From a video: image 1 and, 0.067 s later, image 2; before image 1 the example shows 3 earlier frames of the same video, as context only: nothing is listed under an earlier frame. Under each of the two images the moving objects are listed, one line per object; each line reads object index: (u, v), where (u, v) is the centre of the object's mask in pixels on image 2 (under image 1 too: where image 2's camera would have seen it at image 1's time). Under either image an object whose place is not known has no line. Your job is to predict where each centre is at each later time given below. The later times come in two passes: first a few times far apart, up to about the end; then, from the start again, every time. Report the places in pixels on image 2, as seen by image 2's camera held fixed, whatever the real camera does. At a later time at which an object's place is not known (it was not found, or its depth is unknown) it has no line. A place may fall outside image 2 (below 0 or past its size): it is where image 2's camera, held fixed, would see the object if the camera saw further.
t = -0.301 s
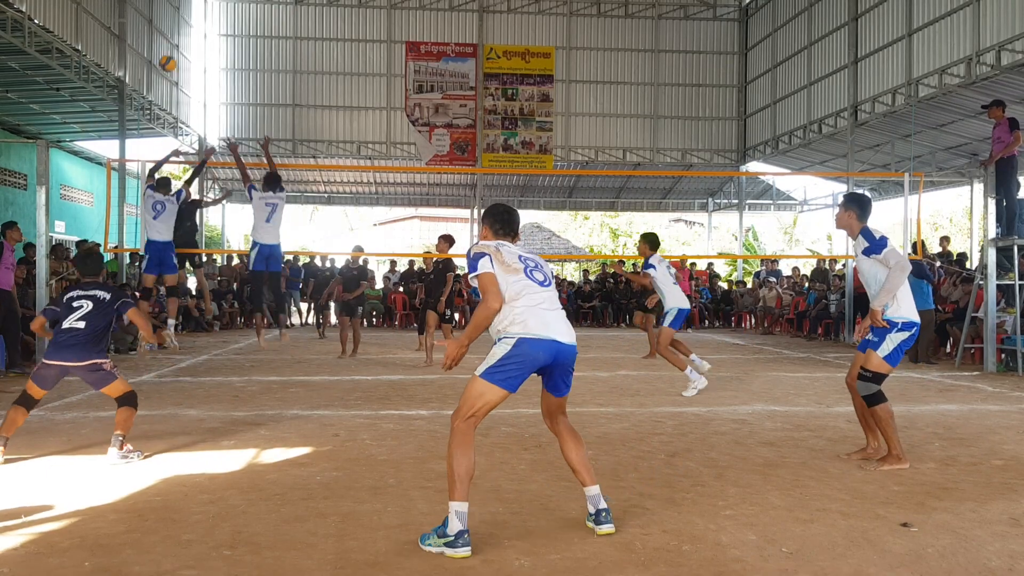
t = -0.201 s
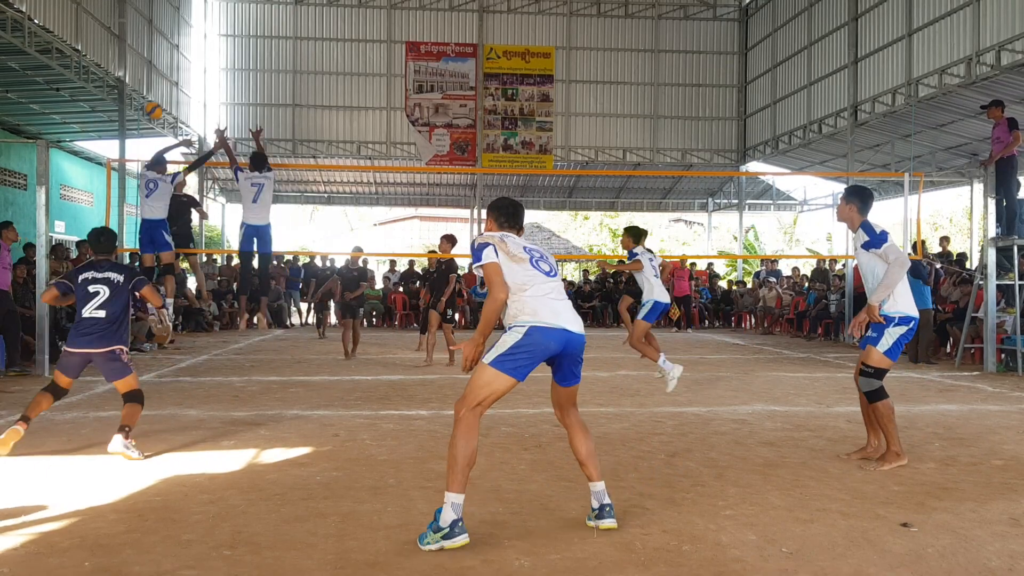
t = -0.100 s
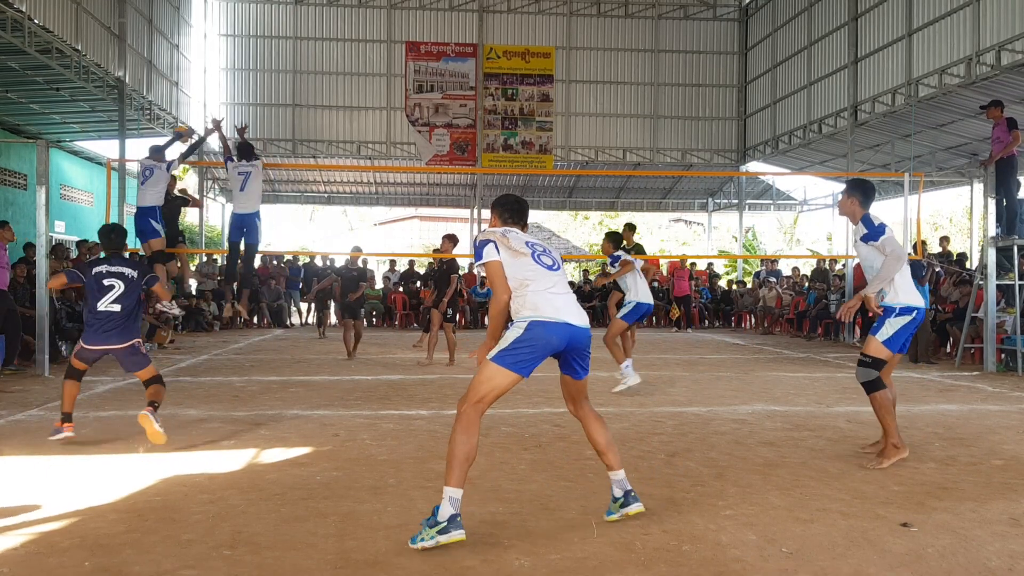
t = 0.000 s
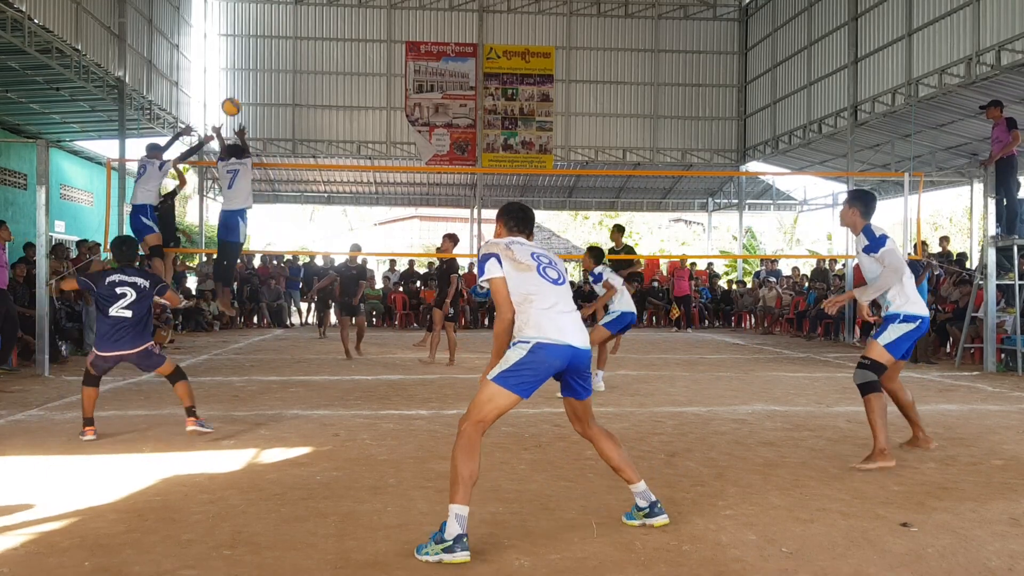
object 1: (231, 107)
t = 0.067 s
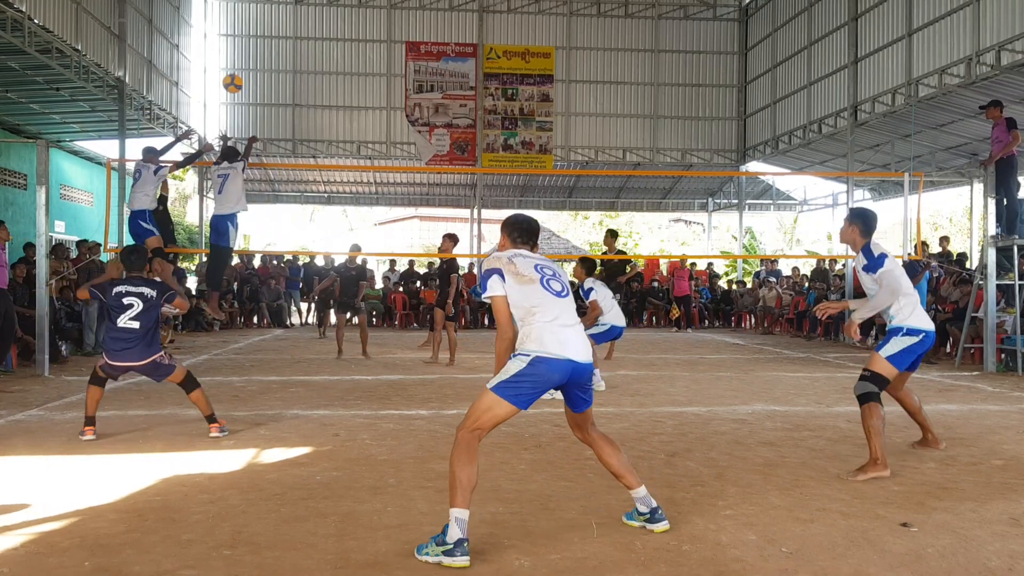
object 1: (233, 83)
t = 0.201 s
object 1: (236, 45)
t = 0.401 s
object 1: (244, 18)
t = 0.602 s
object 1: (255, 35)
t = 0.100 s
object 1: (233, 72)
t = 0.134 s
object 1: (234, 63)
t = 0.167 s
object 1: (235, 54)
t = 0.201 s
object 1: (236, 45)
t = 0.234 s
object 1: (237, 38)
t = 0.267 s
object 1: (239, 32)
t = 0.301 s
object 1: (240, 27)
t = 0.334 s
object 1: (241, 23)
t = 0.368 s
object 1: (242, 20)
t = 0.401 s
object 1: (244, 18)
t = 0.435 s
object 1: (246, 18)
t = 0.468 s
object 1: (247, 19)
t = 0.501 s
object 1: (249, 21)
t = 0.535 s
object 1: (251, 24)
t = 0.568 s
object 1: (253, 29)
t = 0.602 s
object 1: (255, 35)
